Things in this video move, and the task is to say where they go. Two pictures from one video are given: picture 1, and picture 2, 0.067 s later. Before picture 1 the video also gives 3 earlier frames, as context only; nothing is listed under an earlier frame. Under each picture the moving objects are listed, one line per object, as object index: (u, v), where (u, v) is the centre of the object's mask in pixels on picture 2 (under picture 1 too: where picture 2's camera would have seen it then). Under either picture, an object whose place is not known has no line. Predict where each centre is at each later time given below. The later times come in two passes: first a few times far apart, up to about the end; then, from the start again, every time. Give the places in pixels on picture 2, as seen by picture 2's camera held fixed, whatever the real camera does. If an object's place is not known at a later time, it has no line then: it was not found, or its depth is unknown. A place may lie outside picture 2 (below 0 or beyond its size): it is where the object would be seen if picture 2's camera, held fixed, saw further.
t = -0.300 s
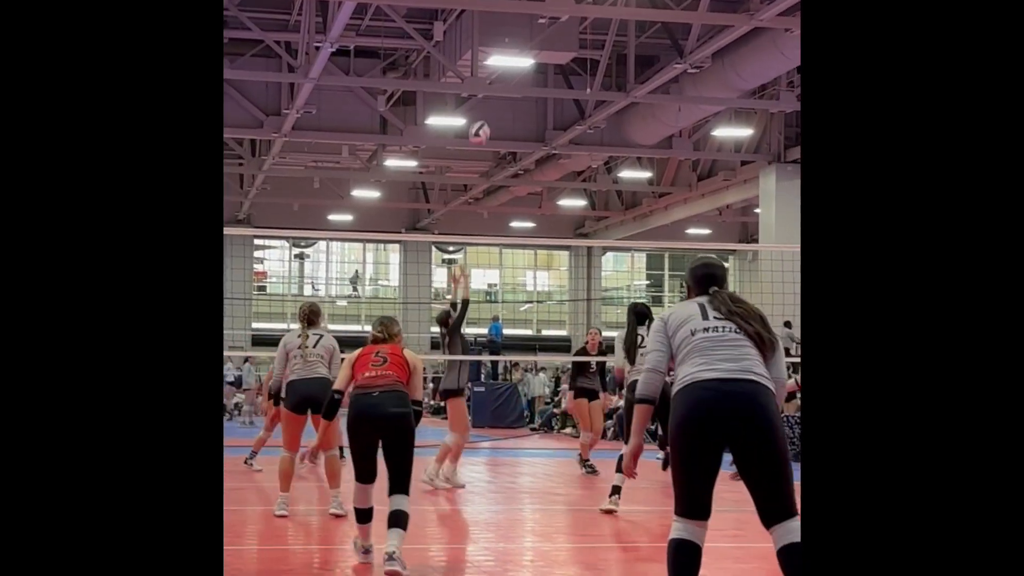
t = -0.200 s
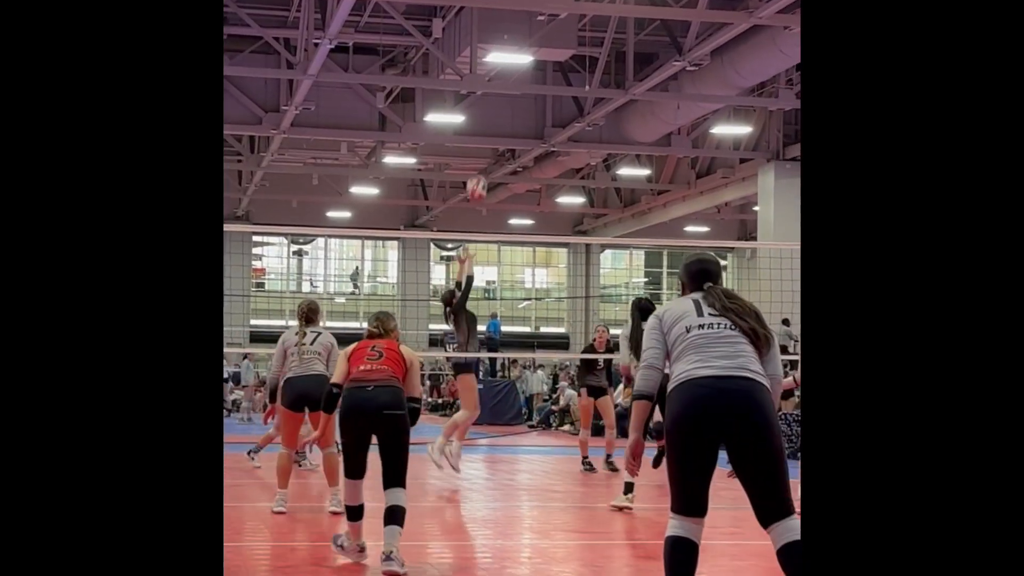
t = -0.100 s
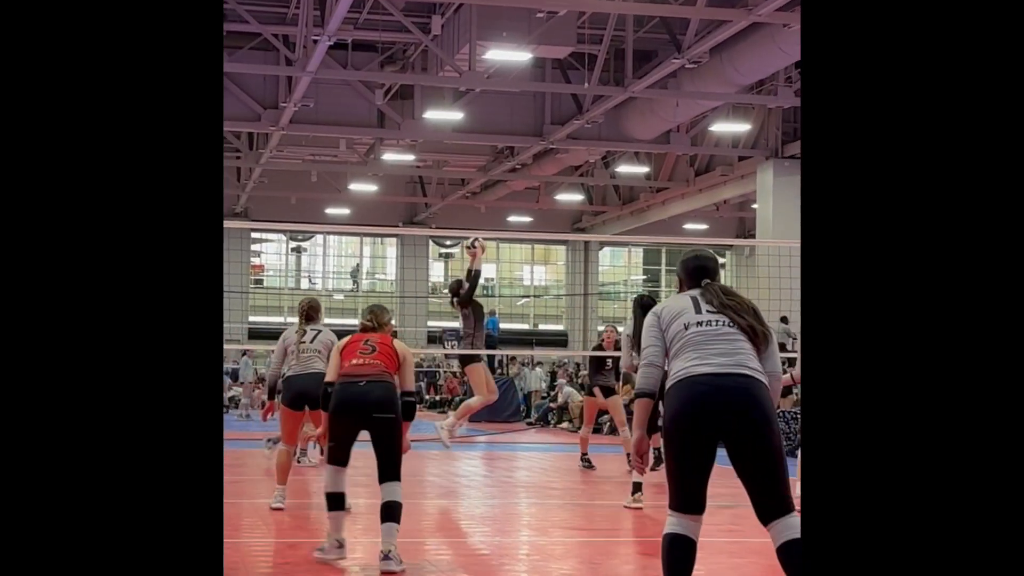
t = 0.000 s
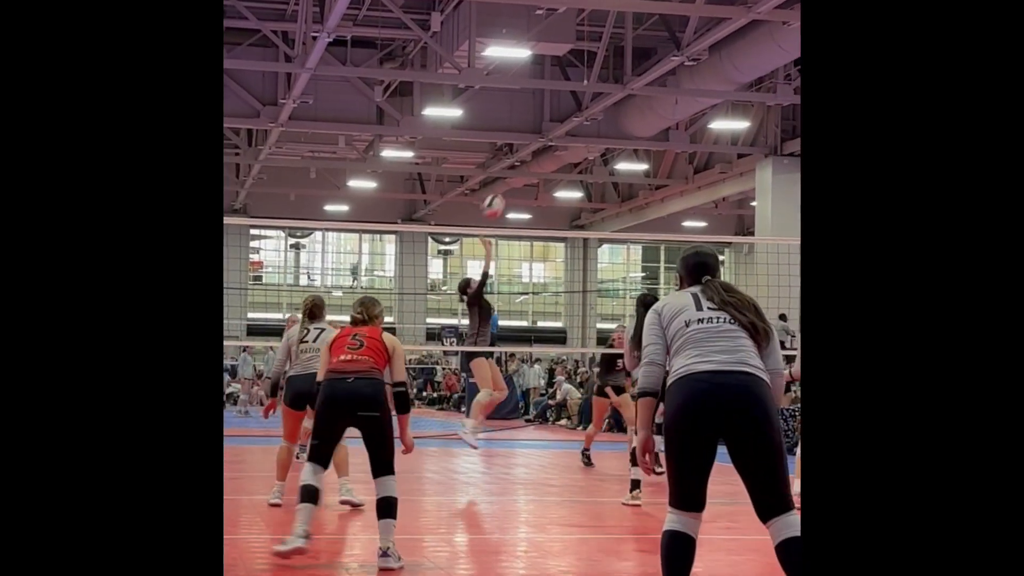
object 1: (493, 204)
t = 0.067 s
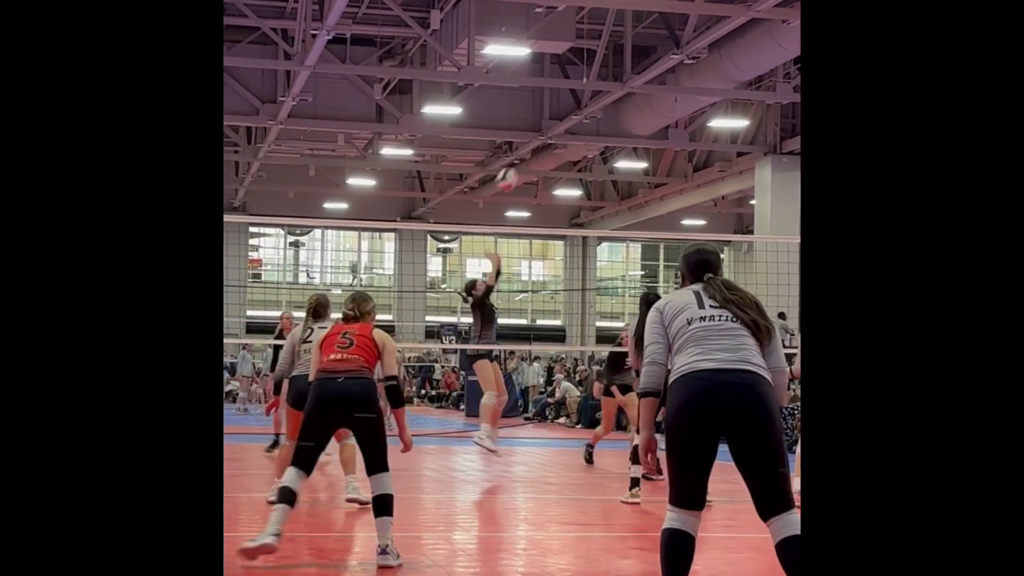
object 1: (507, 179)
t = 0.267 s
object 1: (548, 132)
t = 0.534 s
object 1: (604, 131)
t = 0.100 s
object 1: (514, 169)
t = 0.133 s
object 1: (521, 159)
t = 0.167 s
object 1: (527, 151)
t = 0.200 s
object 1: (534, 144)
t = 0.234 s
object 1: (541, 138)
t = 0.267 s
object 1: (548, 132)
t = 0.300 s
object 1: (555, 129)
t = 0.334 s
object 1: (562, 125)
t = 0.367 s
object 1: (569, 124)
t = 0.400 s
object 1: (576, 123)
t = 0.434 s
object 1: (583, 124)
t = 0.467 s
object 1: (590, 125)
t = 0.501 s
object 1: (597, 127)
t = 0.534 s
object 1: (604, 131)
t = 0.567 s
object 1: (611, 137)
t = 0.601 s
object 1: (618, 143)
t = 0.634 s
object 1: (624, 150)
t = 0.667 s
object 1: (632, 158)
